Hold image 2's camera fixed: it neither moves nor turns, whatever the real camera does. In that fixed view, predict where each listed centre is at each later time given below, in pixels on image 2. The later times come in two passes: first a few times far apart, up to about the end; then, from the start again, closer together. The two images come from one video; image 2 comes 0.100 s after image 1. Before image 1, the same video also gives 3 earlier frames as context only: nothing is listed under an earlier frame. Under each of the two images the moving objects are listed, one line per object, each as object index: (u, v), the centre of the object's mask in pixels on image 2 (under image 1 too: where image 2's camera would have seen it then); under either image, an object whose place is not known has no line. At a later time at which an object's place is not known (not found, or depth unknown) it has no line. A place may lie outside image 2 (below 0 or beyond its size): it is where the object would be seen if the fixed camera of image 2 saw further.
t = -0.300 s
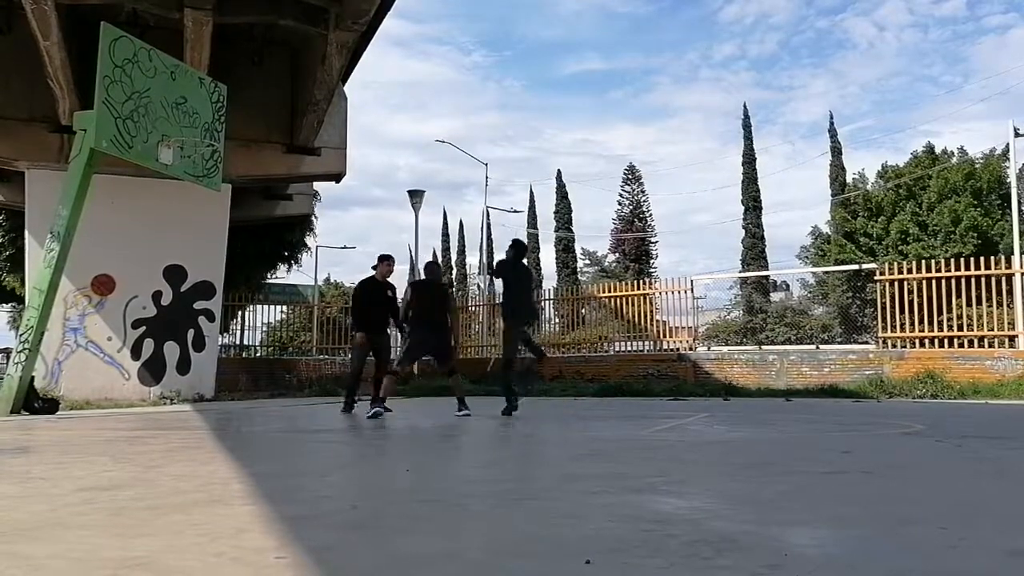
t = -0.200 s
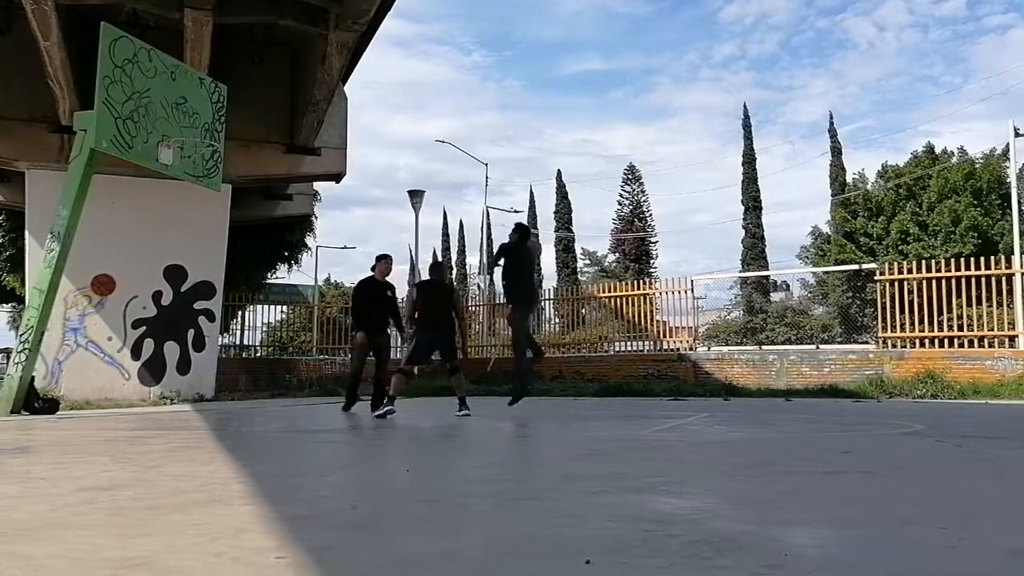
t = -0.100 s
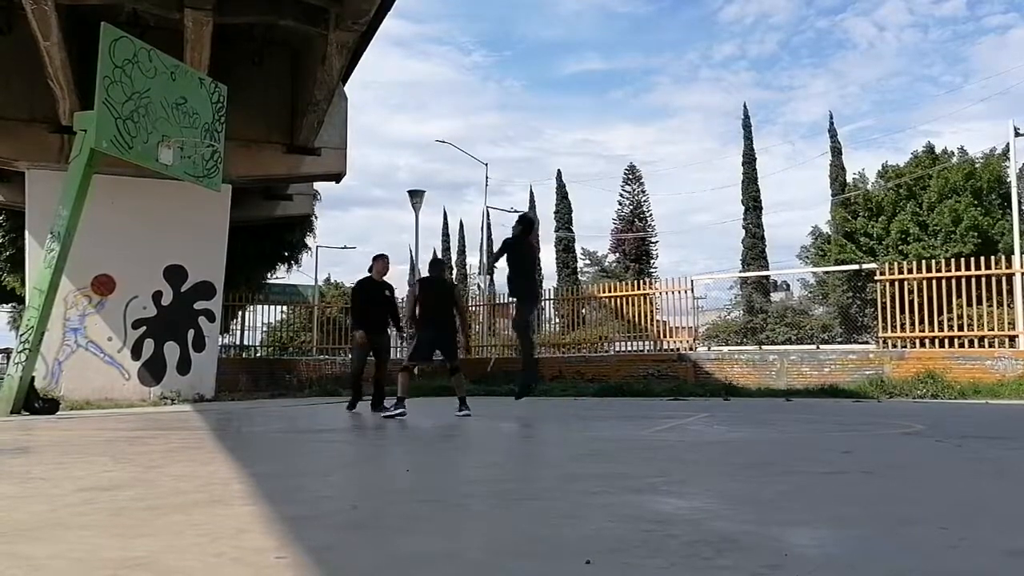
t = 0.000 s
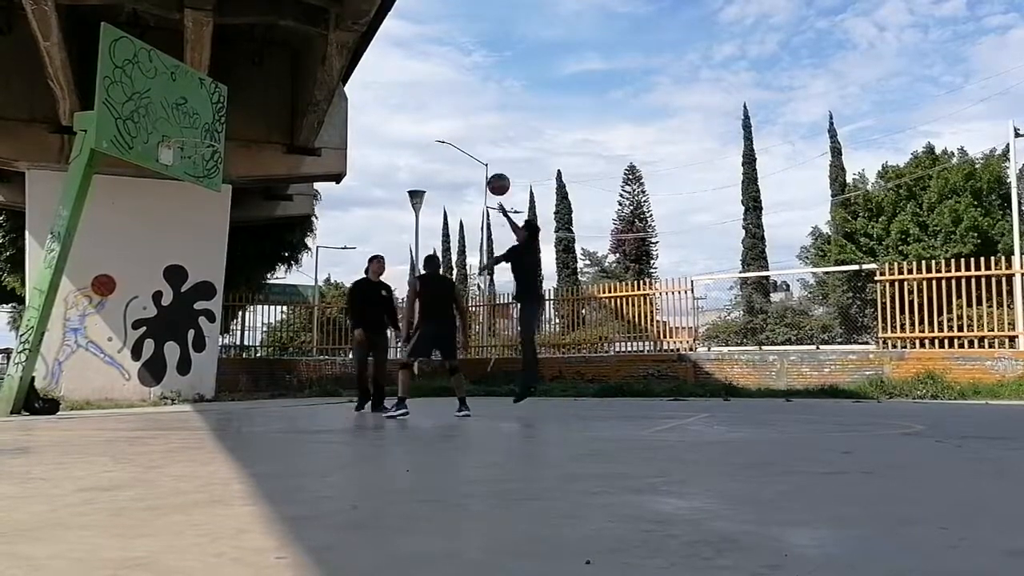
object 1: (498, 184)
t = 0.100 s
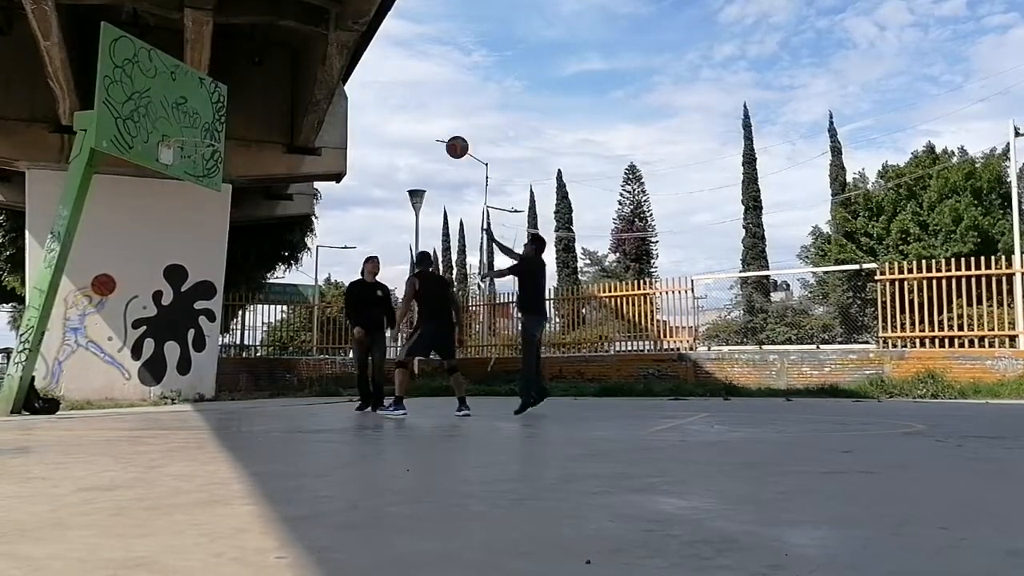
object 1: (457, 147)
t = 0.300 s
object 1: (371, 99)
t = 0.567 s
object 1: (250, 89)
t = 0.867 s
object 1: (133, 153)
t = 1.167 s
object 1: (153, 293)
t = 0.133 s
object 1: (443, 137)
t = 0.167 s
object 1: (428, 127)
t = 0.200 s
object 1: (414, 119)
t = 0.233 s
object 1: (400, 111)
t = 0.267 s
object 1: (386, 104)
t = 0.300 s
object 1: (371, 99)
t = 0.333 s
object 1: (357, 94)
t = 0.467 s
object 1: (296, 86)
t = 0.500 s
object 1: (281, 86)
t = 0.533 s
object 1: (266, 87)
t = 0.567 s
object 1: (250, 89)
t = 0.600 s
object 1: (235, 92)
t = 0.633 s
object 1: (219, 98)
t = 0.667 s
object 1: (200, 103)
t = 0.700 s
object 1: (186, 111)
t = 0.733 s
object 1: (167, 118)
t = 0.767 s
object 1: (152, 127)
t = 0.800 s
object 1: (134, 137)
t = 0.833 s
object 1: (131, 144)
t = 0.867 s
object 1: (133, 153)
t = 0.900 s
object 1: (135, 163)
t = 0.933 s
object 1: (138, 172)
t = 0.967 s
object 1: (142, 184)
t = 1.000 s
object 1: (142, 199)
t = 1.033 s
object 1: (145, 214)
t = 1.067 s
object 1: (147, 231)
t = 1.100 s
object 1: (149, 249)
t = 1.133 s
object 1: (152, 270)
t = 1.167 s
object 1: (153, 293)
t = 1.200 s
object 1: (155, 318)
